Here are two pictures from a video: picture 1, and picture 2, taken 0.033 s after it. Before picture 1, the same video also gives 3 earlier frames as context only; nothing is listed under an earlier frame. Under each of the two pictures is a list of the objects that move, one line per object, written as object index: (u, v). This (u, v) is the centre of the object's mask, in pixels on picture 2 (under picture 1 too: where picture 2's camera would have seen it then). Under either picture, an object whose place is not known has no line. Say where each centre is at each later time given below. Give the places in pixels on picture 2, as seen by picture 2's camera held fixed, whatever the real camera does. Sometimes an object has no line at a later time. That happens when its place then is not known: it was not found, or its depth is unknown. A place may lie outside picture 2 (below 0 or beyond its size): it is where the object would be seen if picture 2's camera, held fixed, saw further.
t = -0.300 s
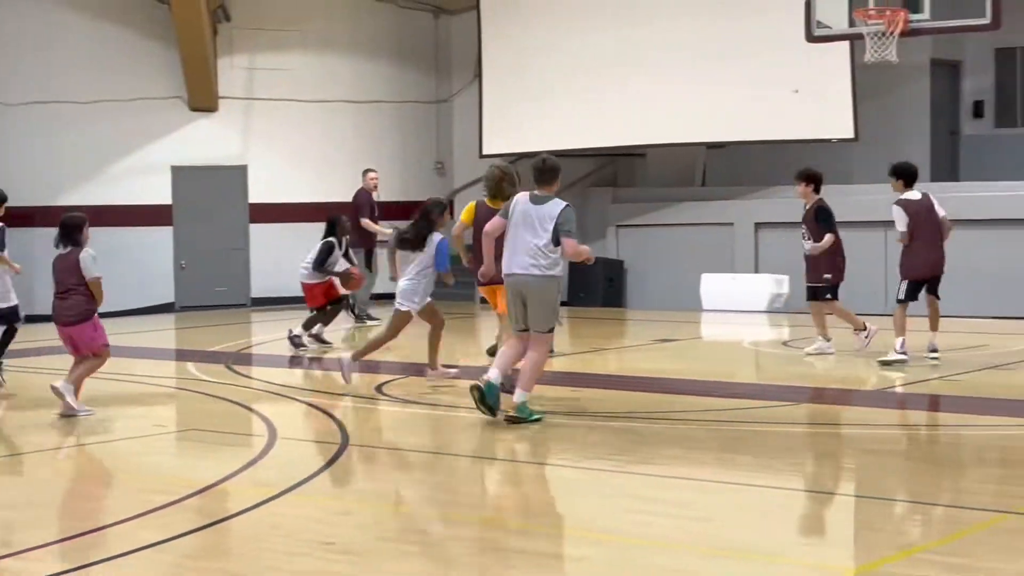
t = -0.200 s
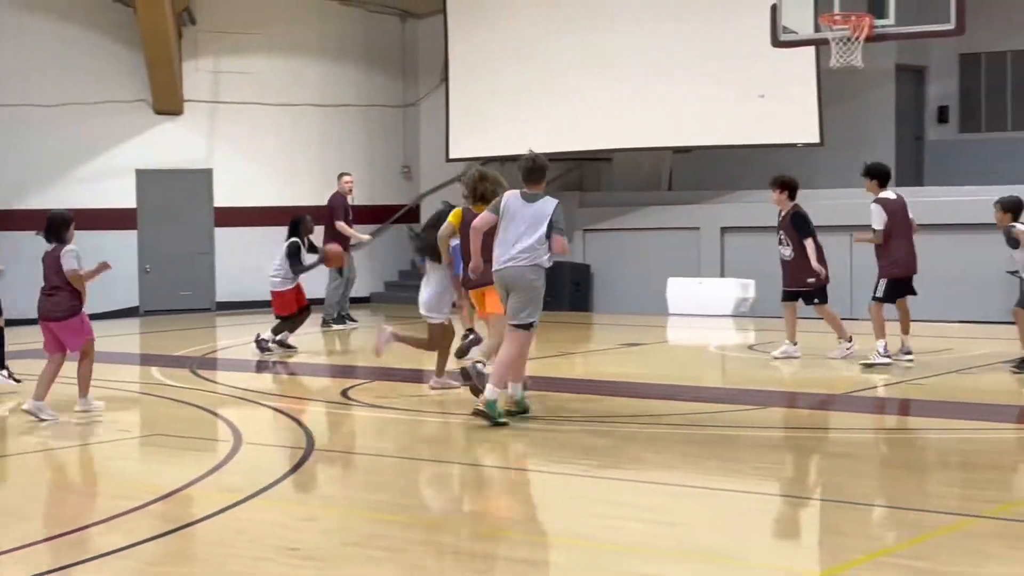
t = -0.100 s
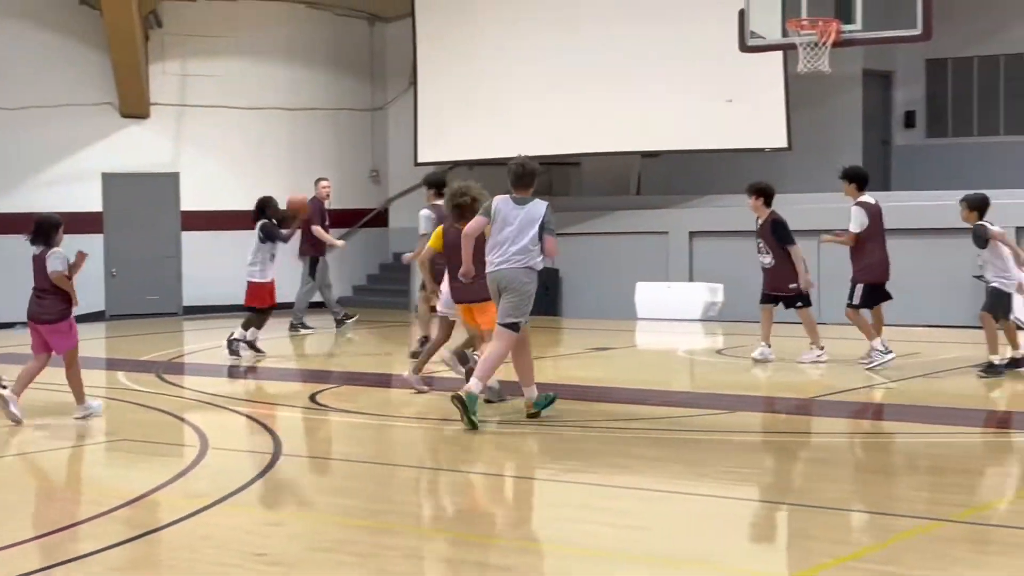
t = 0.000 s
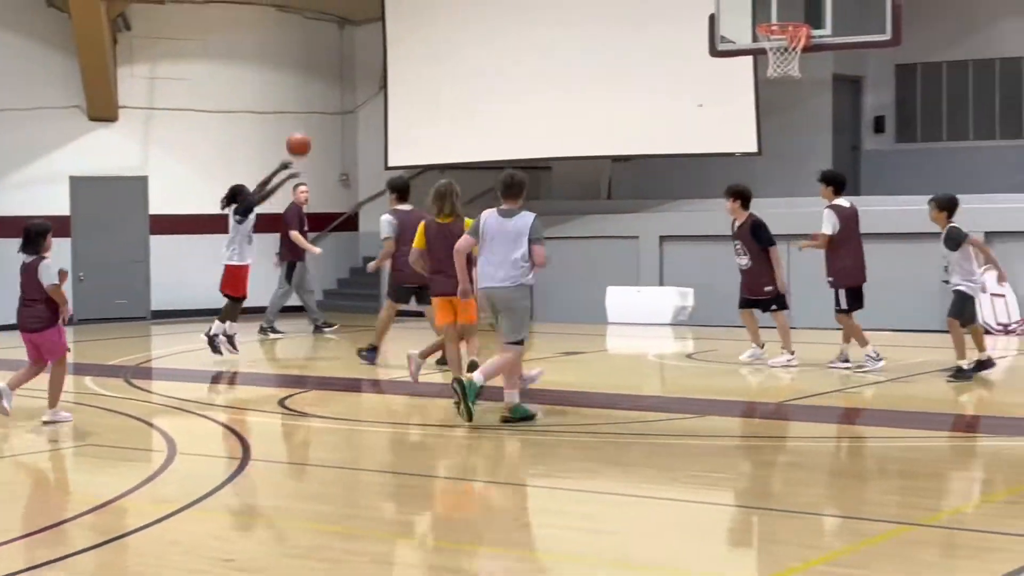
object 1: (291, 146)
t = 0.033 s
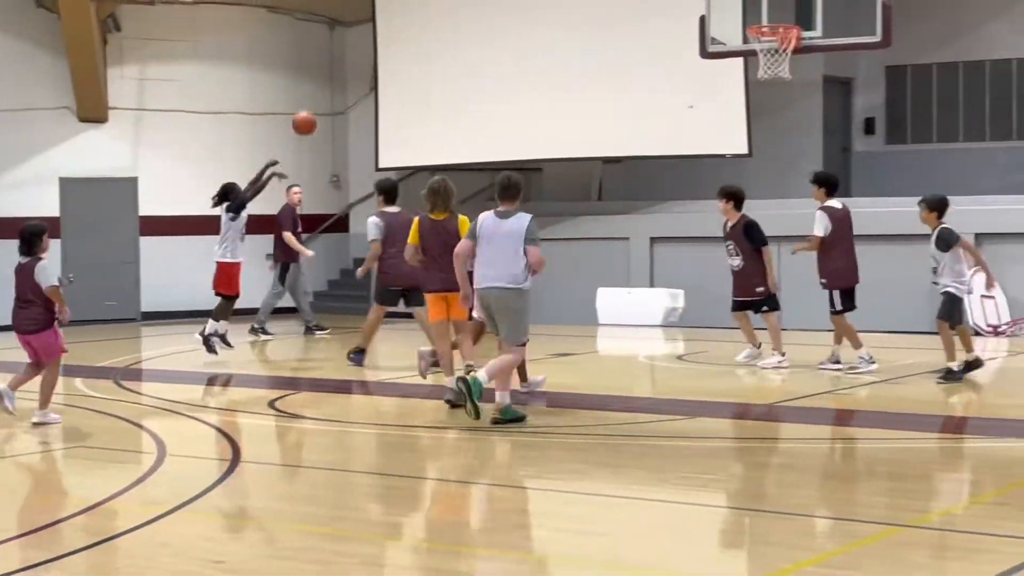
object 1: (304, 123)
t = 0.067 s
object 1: (317, 102)
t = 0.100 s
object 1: (329, 82)
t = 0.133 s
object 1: (342, 64)
